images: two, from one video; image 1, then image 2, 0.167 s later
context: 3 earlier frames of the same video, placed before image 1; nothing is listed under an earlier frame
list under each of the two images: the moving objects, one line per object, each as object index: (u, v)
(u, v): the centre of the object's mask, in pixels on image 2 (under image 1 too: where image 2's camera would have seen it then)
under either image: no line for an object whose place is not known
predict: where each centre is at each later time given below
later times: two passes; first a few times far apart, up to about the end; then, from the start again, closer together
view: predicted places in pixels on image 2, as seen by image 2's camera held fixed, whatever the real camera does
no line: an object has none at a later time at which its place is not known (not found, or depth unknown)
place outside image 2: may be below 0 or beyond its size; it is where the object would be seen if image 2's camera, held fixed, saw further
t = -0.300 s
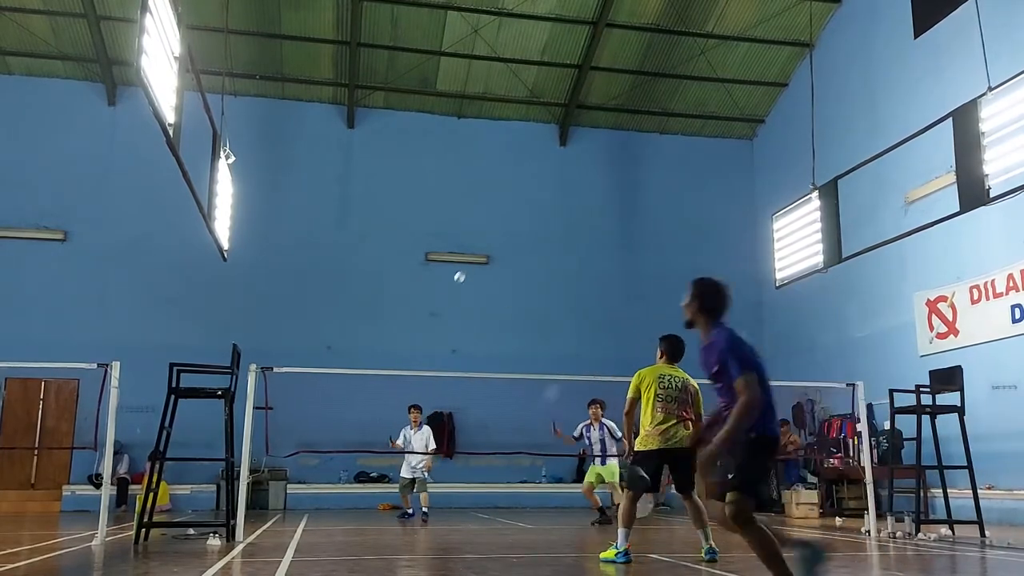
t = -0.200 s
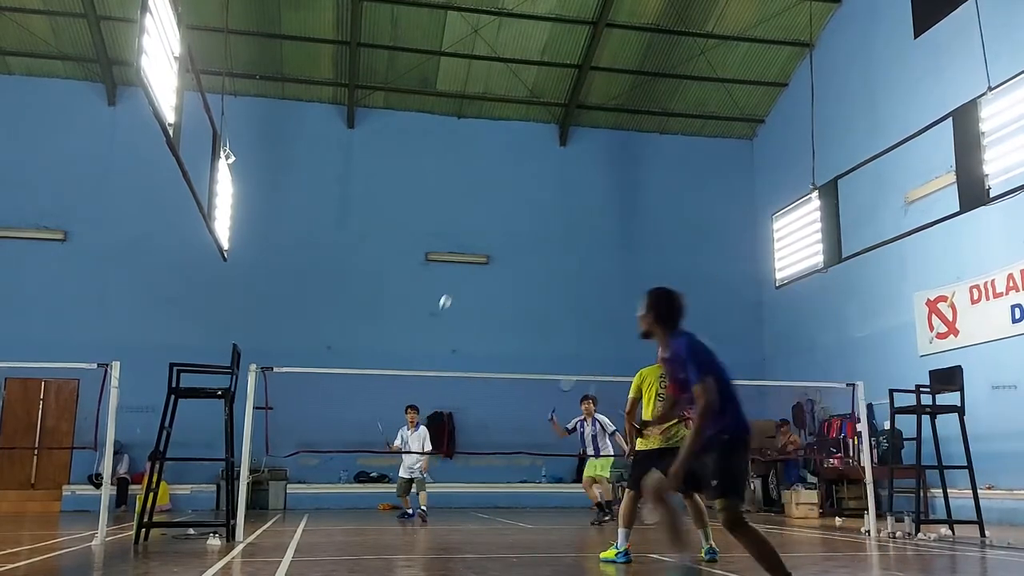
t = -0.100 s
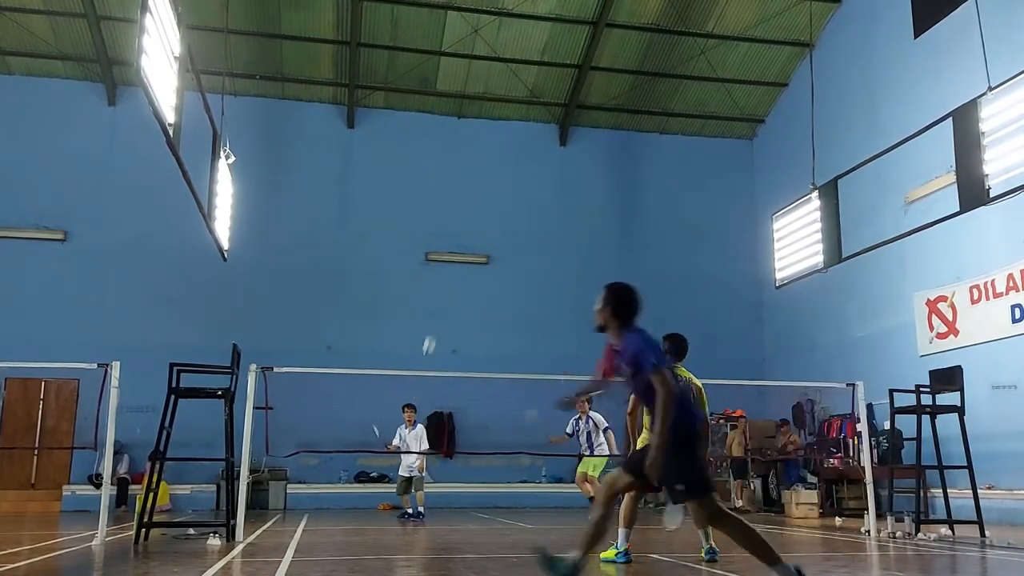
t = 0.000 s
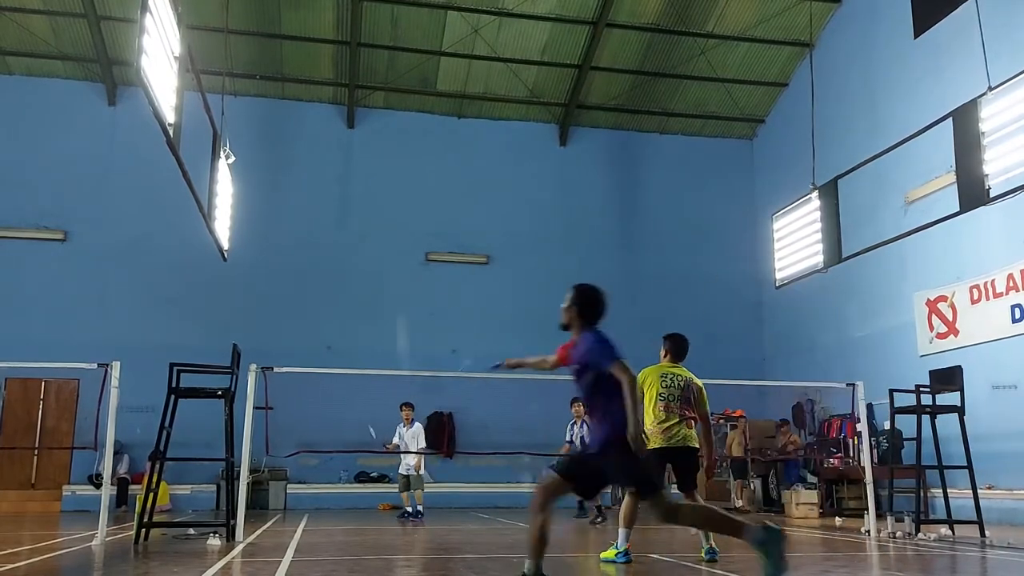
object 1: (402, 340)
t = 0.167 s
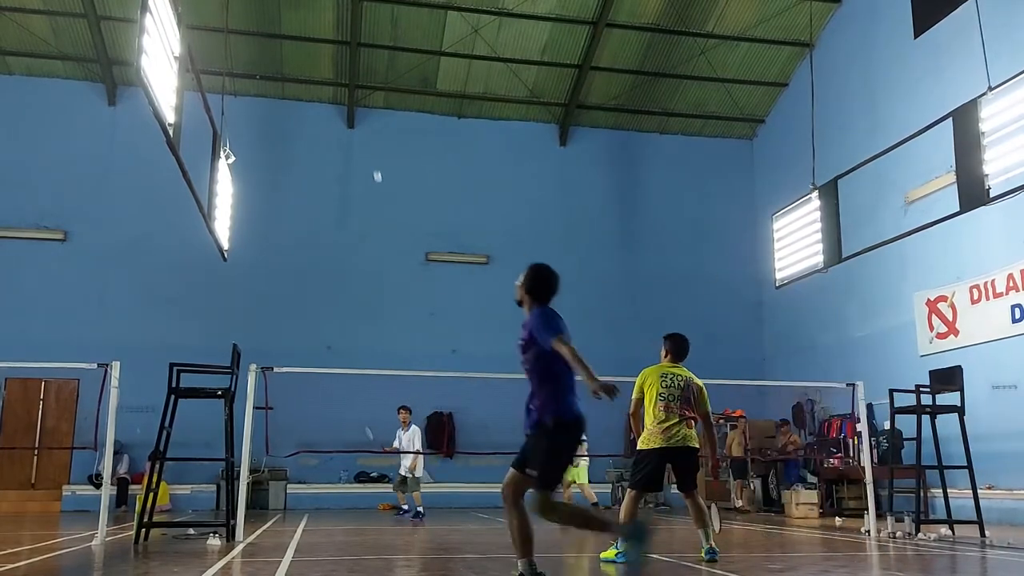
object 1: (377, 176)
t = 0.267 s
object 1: (370, 153)
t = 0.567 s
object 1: (359, 154)
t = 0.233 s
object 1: (372, 158)
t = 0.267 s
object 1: (370, 153)
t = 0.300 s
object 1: (369, 149)
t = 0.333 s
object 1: (367, 147)
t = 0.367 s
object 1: (366, 146)
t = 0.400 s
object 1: (365, 145)
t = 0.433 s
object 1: (364, 146)
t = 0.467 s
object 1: (363, 147)
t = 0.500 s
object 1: (362, 148)
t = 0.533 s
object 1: (360, 151)
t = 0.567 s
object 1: (359, 154)
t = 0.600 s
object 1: (359, 158)
